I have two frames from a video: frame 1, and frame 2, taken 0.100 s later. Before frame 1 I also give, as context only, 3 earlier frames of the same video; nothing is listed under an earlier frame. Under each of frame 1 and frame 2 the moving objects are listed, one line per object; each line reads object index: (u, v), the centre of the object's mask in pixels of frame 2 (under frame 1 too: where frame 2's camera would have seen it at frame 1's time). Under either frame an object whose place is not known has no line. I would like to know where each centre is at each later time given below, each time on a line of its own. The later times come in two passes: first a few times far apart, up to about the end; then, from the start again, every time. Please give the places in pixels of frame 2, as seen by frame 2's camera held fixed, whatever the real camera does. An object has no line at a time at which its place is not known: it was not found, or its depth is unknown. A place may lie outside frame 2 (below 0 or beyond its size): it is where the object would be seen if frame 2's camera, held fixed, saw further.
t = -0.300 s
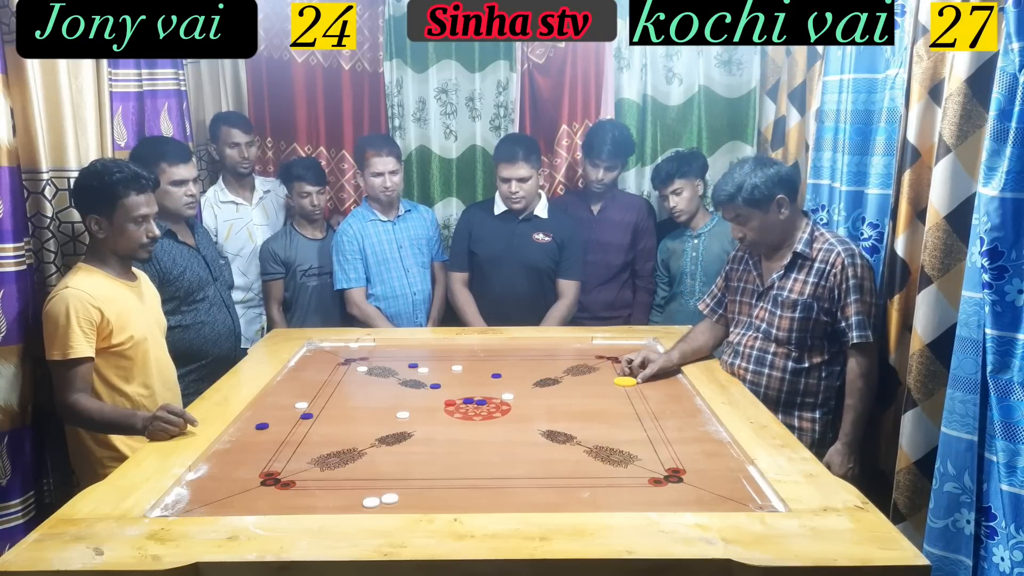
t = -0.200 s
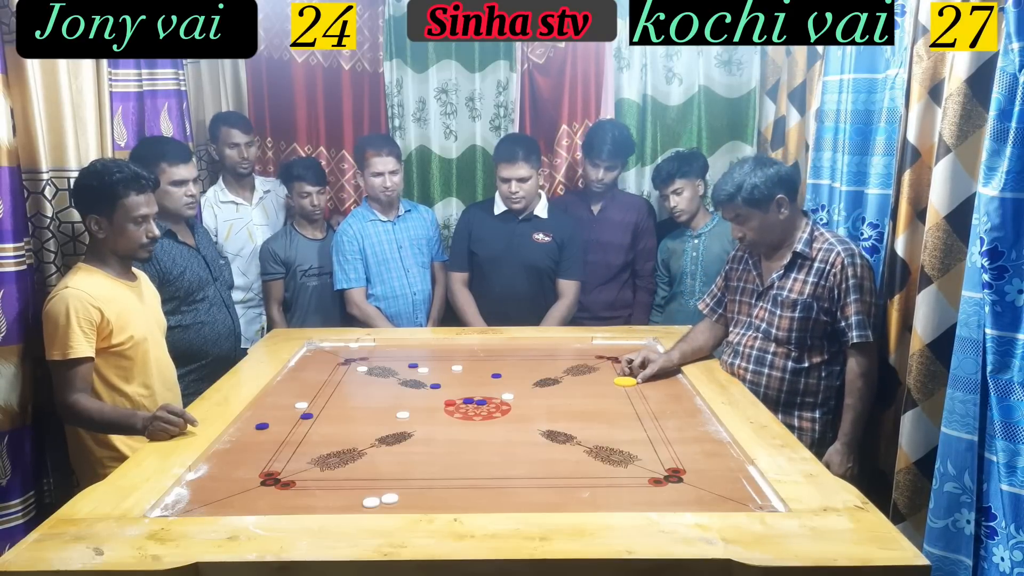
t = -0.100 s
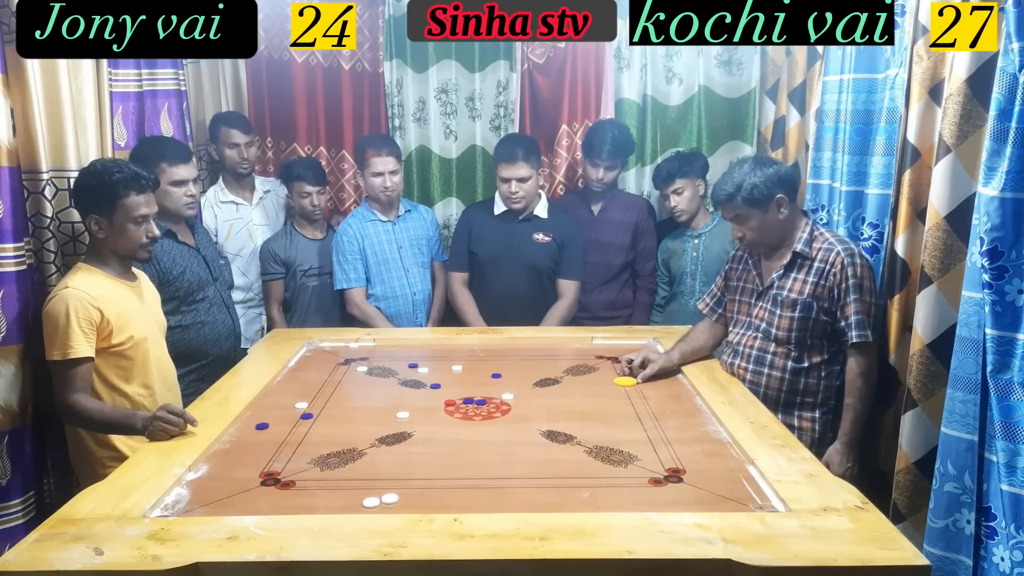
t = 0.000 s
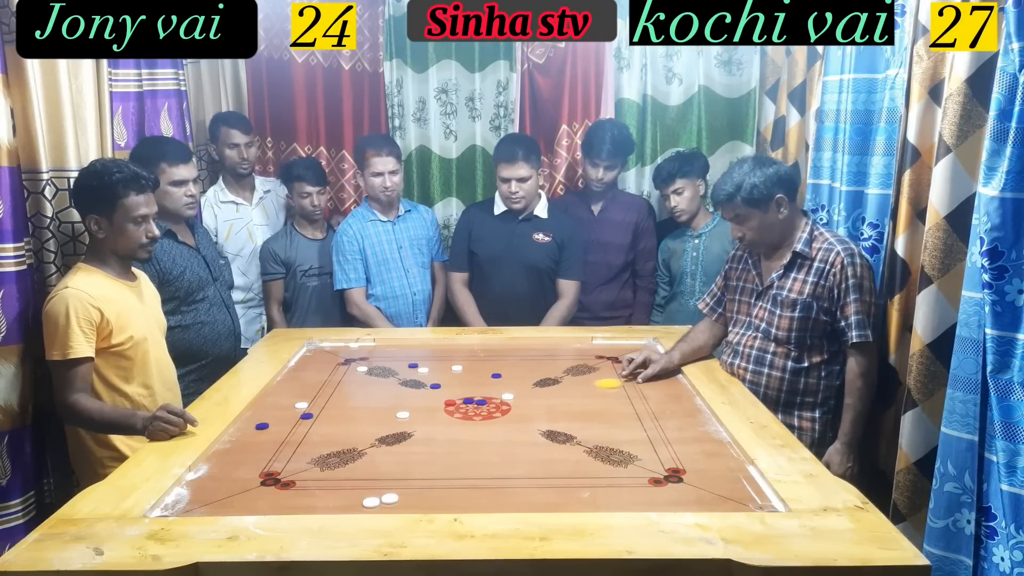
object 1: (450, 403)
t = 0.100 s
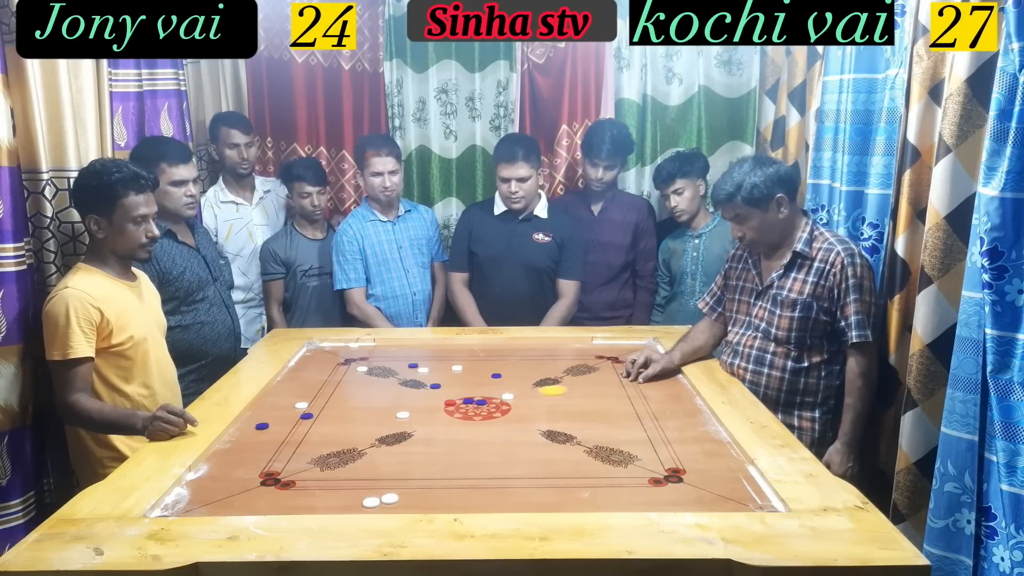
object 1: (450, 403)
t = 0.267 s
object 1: (449, 403)
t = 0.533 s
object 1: (304, 411)
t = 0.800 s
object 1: (284, 409)
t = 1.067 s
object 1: (329, 408)
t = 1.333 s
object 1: (342, 408)
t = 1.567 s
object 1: (342, 408)
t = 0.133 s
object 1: (450, 403)
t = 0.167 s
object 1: (450, 403)
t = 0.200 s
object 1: (450, 403)
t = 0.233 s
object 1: (450, 403)
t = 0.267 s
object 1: (449, 403)
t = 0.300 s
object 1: (429, 404)
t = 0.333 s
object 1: (410, 405)
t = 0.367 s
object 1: (391, 407)
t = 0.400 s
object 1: (372, 408)
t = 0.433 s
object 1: (353, 409)
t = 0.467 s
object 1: (336, 410)
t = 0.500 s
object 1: (316, 411)
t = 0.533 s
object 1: (304, 411)
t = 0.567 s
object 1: (291, 410)
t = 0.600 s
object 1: (279, 410)
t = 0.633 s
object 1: (267, 410)
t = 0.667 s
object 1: (256, 410)
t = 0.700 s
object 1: (261, 410)
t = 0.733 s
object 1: (270, 409)
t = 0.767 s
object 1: (277, 409)
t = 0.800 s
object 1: (284, 409)
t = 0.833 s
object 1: (292, 409)
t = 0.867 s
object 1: (299, 409)
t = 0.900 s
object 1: (305, 409)
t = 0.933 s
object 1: (310, 409)
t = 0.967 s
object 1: (316, 409)
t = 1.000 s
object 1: (319, 409)
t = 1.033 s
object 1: (323, 409)
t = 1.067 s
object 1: (329, 408)
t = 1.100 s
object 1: (333, 408)
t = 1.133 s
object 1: (336, 408)
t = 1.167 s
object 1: (339, 408)
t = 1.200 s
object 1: (341, 408)
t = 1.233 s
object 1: (342, 408)
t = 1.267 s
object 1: (342, 408)
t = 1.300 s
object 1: (342, 408)
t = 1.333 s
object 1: (342, 408)
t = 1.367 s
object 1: (342, 408)
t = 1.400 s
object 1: (342, 408)
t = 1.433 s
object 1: (342, 408)
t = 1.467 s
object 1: (342, 408)
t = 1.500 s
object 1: (342, 408)
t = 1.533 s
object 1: (342, 408)
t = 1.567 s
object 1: (342, 408)
